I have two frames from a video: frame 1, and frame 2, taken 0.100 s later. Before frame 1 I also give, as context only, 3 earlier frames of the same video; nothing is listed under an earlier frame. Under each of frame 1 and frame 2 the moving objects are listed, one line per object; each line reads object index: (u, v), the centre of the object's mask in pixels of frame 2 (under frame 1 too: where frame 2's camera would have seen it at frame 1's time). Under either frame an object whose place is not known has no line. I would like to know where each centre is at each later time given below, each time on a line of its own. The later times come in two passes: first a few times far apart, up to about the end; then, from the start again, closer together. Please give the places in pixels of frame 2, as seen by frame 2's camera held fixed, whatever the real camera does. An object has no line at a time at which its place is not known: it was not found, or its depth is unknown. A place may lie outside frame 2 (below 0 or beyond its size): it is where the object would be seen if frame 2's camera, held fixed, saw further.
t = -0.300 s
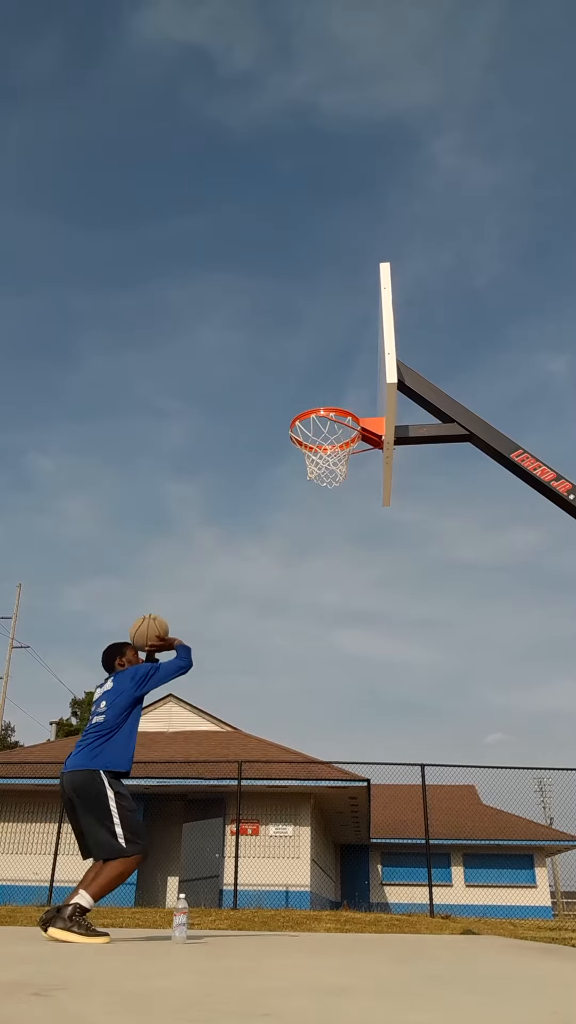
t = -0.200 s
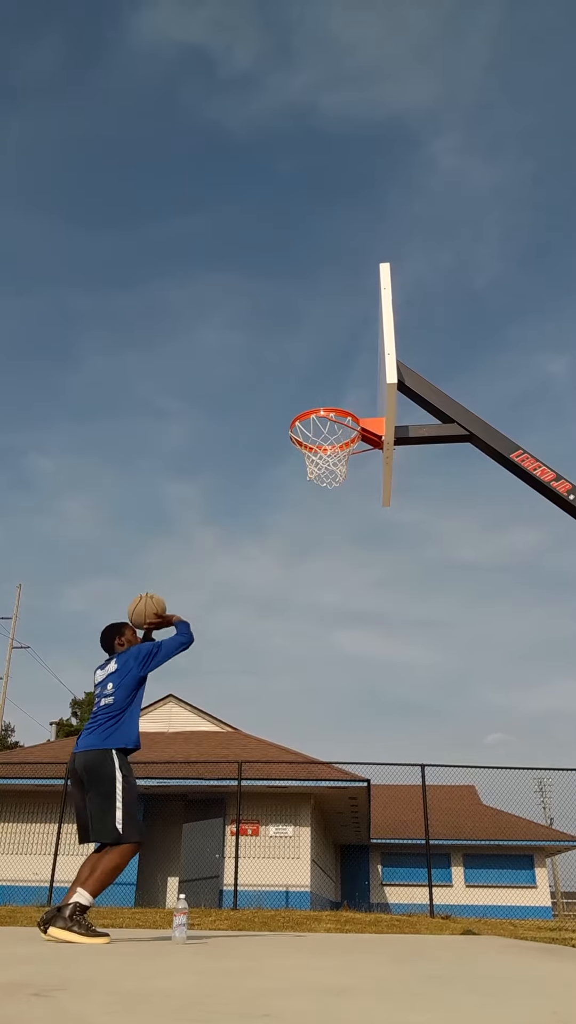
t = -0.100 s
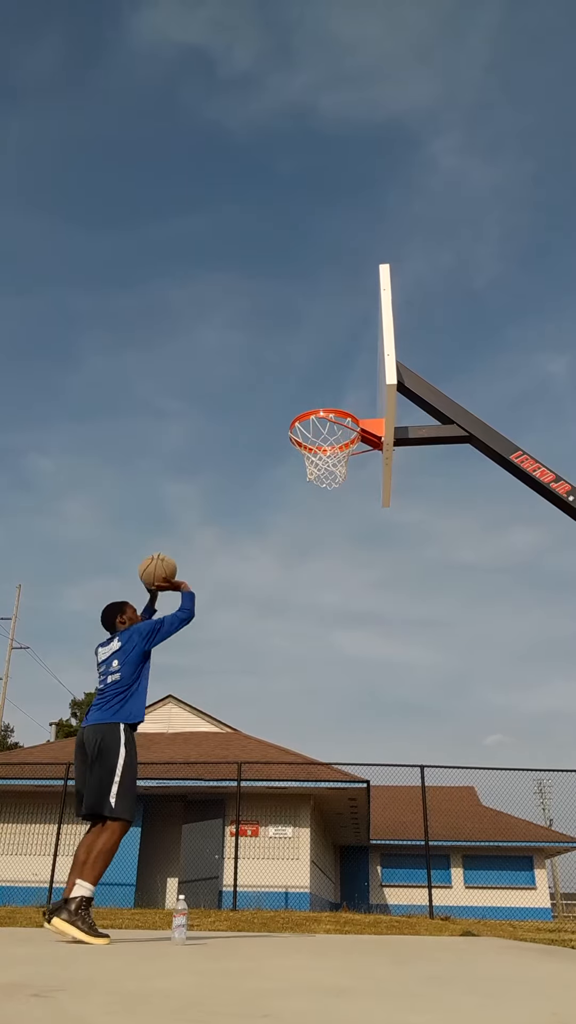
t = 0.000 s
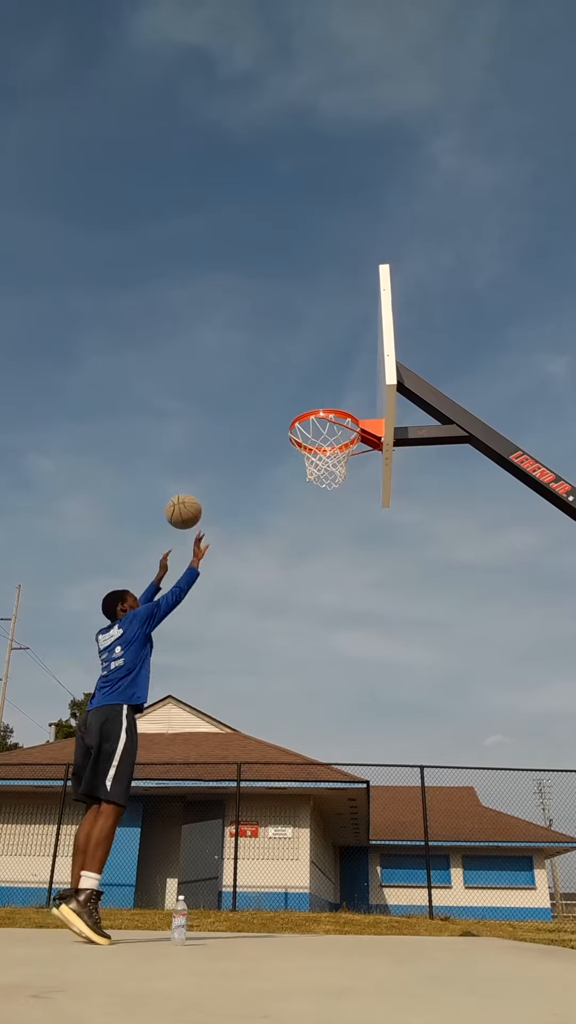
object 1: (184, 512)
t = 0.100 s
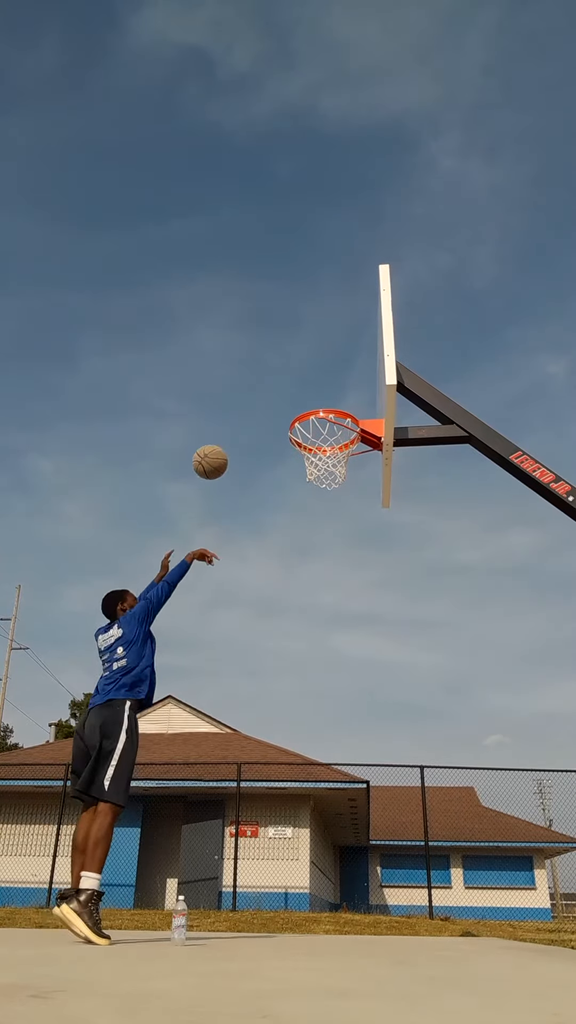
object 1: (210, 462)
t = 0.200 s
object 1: (235, 427)
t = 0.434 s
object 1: (288, 393)
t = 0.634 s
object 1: (332, 409)
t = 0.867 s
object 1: (320, 452)
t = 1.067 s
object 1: (352, 509)
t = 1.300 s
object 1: (388, 641)
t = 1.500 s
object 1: (427, 854)
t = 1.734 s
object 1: (439, 754)
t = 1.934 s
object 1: (445, 646)
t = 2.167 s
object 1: (459, 607)
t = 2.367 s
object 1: (477, 641)
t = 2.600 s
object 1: (512, 774)
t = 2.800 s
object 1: (543, 882)
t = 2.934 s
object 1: (542, 779)
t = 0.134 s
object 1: (219, 449)
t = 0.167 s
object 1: (227, 437)
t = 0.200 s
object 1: (235, 427)
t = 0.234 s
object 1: (243, 418)
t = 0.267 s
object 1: (250, 411)
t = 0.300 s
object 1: (258, 404)
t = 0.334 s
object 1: (265, 400)
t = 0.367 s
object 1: (273, 396)
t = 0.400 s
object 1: (280, 394)
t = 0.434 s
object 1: (288, 393)
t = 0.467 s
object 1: (295, 393)
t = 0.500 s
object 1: (302, 394)
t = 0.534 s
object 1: (310, 396)
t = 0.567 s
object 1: (317, 398)
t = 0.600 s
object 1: (325, 400)
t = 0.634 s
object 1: (332, 409)
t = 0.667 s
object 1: (337, 431)
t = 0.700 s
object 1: (338, 430)
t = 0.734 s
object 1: (326, 431)
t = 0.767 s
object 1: (316, 432)
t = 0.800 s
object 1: (308, 436)
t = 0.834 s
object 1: (315, 442)
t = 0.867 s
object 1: (320, 452)
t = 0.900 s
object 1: (328, 462)
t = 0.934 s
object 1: (335, 471)
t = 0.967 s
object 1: (340, 478)
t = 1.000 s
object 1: (344, 488)
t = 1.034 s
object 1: (348, 497)
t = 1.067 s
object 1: (352, 509)
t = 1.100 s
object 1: (357, 522)
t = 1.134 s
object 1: (362, 537)
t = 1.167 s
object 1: (367, 554)
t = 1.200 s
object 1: (372, 573)
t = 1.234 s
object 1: (377, 593)
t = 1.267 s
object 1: (382, 616)
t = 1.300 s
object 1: (388, 641)
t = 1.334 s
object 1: (394, 669)
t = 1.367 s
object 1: (400, 699)
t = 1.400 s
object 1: (406, 733)
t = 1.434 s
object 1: (413, 769)
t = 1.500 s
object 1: (427, 854)
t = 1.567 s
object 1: (439, 918)
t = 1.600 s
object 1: (439, 878)
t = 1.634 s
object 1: (439, 842)
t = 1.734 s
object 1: (439, 754)
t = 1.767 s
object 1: (440, 730)
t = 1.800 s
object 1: (441, 709)
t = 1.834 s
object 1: (442, 690)
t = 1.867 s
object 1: (443, 673)
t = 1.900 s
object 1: (444, 659)
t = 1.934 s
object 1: (445, 646)
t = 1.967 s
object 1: (447, 635)
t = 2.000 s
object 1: (449, 626)
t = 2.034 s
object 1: (450, 619)
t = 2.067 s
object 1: (452, 614)
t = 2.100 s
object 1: (454, 610)
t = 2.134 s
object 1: (456, 608)
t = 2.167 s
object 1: (459, 607)
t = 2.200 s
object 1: (461, 608)
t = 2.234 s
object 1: (464, 612)
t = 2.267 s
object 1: (467, 616)
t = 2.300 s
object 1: (470, 623)
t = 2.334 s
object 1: (474, 631)
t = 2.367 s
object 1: (477, 641)
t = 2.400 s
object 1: (482, 653)
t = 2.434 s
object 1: (486, 668)
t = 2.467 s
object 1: (490, 684)
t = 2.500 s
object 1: (495, 702)
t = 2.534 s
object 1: (500, 723)
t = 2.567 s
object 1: (506, 747)
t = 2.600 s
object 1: (512, 774)
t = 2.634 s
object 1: (518, 802)
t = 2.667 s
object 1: (525, 836)
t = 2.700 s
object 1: (532, 871)
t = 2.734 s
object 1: (541, 912)
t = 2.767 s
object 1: (544, 916)
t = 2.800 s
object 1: (543, 882)
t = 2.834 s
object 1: (542, 852)
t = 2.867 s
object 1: (541, 825)
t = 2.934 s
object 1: (542, 779)
